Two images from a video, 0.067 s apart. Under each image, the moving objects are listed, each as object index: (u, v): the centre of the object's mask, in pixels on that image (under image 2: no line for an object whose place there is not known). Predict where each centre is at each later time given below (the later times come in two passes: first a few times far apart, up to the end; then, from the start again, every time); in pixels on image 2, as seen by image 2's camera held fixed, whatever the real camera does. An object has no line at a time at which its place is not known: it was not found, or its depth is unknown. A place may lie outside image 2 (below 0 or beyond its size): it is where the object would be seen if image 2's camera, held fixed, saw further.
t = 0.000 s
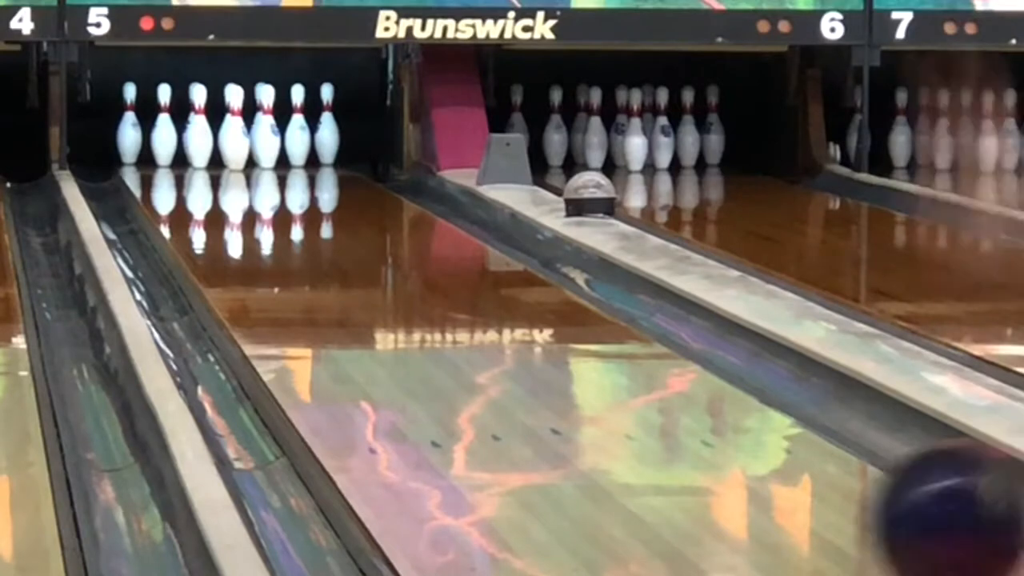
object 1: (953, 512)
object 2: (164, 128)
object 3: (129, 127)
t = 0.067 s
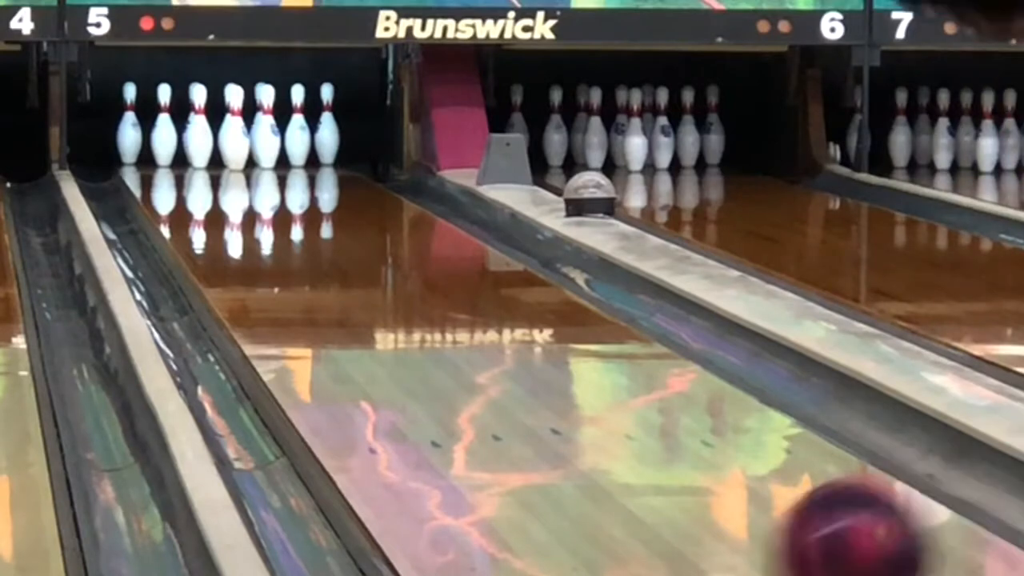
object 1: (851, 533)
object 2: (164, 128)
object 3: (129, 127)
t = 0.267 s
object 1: (631, 473)
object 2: (163, 128)
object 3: (129, 127)
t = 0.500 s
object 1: (464, 383)
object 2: (163, 128)
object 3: (129, 127)
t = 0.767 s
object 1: (338, 307)
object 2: (163, 128)
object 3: (129, 127)
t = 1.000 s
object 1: (266, 262)
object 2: (163, 128)
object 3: (129, 127)
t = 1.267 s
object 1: (215, 222)
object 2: (163, 128)
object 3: (129, 127)
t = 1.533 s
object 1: (190, 193)
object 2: (163, 128)
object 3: (129, 127)
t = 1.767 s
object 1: (187, 172)
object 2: (163, 125)
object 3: (129, 127)
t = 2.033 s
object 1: (203, 153)
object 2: (163, 128)
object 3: (129, 127)
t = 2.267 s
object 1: (198, 142)
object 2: (147, 127)
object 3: (126, 123)
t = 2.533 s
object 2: (103, 133)
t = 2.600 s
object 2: (107, 135)
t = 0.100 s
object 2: (164, 128)
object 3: (129, 127)
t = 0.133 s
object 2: (163, 128)
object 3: (129, 127)
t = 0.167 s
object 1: (730, 516)
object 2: (163, 128)
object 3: (129, 127)
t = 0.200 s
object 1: (694, 507)
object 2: (163, 128)
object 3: (129, 127)
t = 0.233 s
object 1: (661, 489)
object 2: (164, 128)
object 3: (129, 127)
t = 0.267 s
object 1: (631, 473)
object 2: (163, 128)
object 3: (129, 127)
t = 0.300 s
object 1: (601, 457)
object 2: (163, 128)
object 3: (129, 127)
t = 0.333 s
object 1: (575, 442)
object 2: (163, 128)
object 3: (129, 127)
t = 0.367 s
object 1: (550, 430)
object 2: (163, 128)
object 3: (129, 127)
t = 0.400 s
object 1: (527, 417)
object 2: (164, 128)
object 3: (129, 127)
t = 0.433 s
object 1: (505, 404)
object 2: (164, 128)
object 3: (129, 127)
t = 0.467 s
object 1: (484, 394)
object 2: (163, 128)
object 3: (129, 127)
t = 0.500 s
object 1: (464, 383)
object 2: (163, 128)
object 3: (129, 127)
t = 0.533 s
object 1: (446, 373)
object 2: (163, 128)
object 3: (129, 127)
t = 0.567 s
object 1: (427, 361)
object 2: (163, 128)
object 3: (129, 127)
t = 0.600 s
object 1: (410, 352)
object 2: (163, 128)
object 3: (129, 127)
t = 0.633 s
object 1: (395, 342)
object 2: (163, 128)
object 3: (129, 127)
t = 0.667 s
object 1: (380, 333)
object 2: (163, 128)
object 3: (129, 127)
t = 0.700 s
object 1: (364, 324)
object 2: (163, 128)
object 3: (129, 127)
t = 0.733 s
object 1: (351, 316)
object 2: (163, 128)
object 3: (129, 127)
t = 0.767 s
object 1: (338, 307)
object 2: (163, 128)
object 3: (129, 127)
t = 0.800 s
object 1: (326, 300)
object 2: (163, 128)
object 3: (129, 127)
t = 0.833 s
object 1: (315, 294)
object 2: (163, 128)
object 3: (129, 127)
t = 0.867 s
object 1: (304, 286)
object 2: (163, 128)
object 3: (129, 127)
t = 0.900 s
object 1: (294, 281)
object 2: (163, 128)
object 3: (129, 127)
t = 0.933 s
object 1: (284, 275)
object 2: (163, 128)
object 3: (129, 127)
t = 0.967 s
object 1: (275, 268)
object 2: (163, 128)
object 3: (129, 127)
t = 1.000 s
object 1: (266, 262)
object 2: (163, 128)
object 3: (129, 127)
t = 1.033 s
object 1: (258, 256)
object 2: (163, 128)
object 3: (129, 127)
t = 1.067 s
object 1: (251, 251)
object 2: (163, 128)
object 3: (129, 127)
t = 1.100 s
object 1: (244, 246)
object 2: (163, 128)
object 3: (129, 127)
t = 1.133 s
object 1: (238, 241)
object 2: (163, 128)
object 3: (129, 126)
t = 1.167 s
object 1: (231, 237)
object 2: (163, 128)
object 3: (129, 127)
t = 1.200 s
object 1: (225, 231)
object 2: (163, 128)
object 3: (129, 127)
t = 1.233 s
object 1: (220, 226)
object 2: (163, 128)
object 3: (129, 127)
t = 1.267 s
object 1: (215, 222)
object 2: (163, 128)
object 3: (129, 127)
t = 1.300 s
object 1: (210, 218)
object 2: (163, 128)
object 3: (129, 127)
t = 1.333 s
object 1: (207, 214)
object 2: (163, 128)
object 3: (129, 127)
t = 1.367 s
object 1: (204, 211)
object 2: (163, 128)
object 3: (129, 127)
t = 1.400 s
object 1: (200, 206)
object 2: (163, 128)
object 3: (129, 127)
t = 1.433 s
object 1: (197, 203)
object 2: (163, 128)
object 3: (129, 127)
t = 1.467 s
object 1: (195, 201)
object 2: (163, 128)
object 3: (129, 127)
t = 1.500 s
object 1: (192, 195)
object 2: (163, 128)
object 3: (129, 127)
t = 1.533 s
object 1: (190, 193)
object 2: (163, 128)
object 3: (129, 127)
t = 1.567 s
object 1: (190, 189)
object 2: (163, 128)
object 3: (129, 127)
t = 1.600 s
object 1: (188, 185)
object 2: (163, 128)
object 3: (129, 127)
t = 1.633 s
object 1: (188, 183)
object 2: (163, 127)
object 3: (129, 127)
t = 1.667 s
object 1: (186, 180)
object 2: (163, 127)
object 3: (129, 127)
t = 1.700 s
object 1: (187, 177)
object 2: (163, 126)
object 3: (129, 127)
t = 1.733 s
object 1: (187, 174)
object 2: (163, 125)
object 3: (129, 127)
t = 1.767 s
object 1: (187, 172)
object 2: (163, 125)
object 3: (129, 127)
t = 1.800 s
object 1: (188, 169)
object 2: (163, 125)
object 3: (129, 127)
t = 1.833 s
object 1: (189, 167)
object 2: (163, 125)
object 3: (129, 127)
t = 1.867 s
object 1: (190, 164)
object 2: (163, 125)
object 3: (129, 127)
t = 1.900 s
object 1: (192, 162)
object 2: (163, 126)
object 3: (129, 126)
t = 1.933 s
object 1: (193, 161)
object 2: (163, 126)
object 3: (129, 127)
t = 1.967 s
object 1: (195, 159)
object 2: (163, 127)
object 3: (129, 127)
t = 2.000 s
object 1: (199, 156)
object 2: (163, 128)
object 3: (129, 127)
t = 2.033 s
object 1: (203, 153)
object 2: (163, 128)
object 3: (129, 127)
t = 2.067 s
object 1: (203, 151)
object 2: (163, 128)
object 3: (129, 126)
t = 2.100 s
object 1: (207, 149)
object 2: (163, 128)
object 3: (129, 126)
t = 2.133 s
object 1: (210, 147)
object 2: (163, 128)
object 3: (129, 126)
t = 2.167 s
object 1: (206, 146)
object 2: (163, 128)
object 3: (129, 126)
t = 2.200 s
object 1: (204, 145)
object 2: (162, 128)
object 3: (129, 126)
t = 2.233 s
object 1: (203, 143)
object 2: (155, 127)
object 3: (129, 127)
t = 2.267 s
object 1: (198, 142)
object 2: (147, 127)
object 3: (126, 123)
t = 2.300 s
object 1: (194, 142)
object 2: (140, 127)
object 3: (115, 123)
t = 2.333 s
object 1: (187, 141)
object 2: (133, 126)
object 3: (105, 126)
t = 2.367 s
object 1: (186, 141)
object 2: (125, 126)
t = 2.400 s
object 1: (181, 141)
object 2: (118, 127)
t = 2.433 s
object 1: (173, 145)
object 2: (111, 129)
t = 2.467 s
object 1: (170, 145)
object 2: (111, 140)
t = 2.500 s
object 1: (169, 155)
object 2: (101, 136)
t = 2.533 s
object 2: (103, 133)
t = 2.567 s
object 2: (105, 133)
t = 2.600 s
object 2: (107, 135)
